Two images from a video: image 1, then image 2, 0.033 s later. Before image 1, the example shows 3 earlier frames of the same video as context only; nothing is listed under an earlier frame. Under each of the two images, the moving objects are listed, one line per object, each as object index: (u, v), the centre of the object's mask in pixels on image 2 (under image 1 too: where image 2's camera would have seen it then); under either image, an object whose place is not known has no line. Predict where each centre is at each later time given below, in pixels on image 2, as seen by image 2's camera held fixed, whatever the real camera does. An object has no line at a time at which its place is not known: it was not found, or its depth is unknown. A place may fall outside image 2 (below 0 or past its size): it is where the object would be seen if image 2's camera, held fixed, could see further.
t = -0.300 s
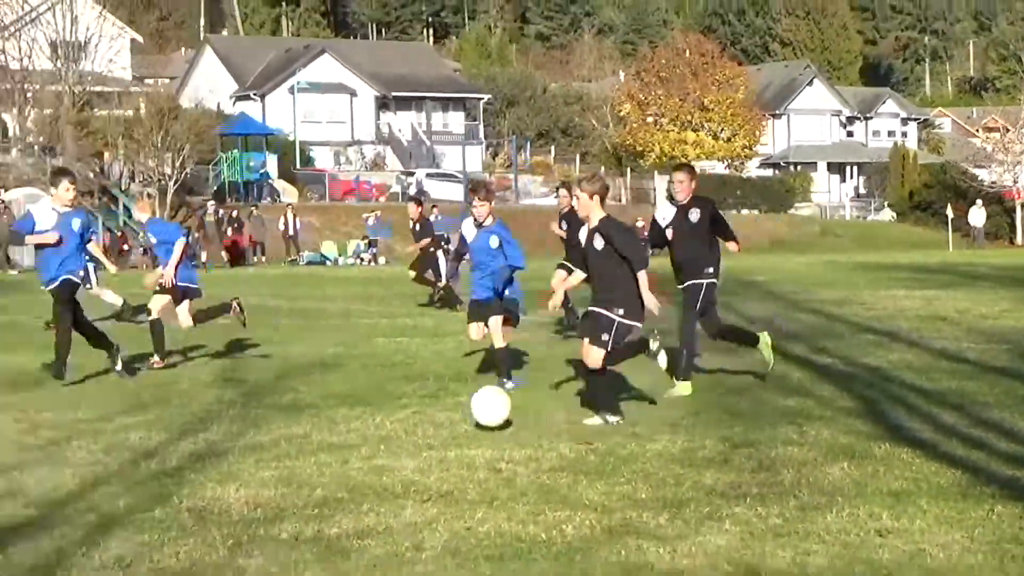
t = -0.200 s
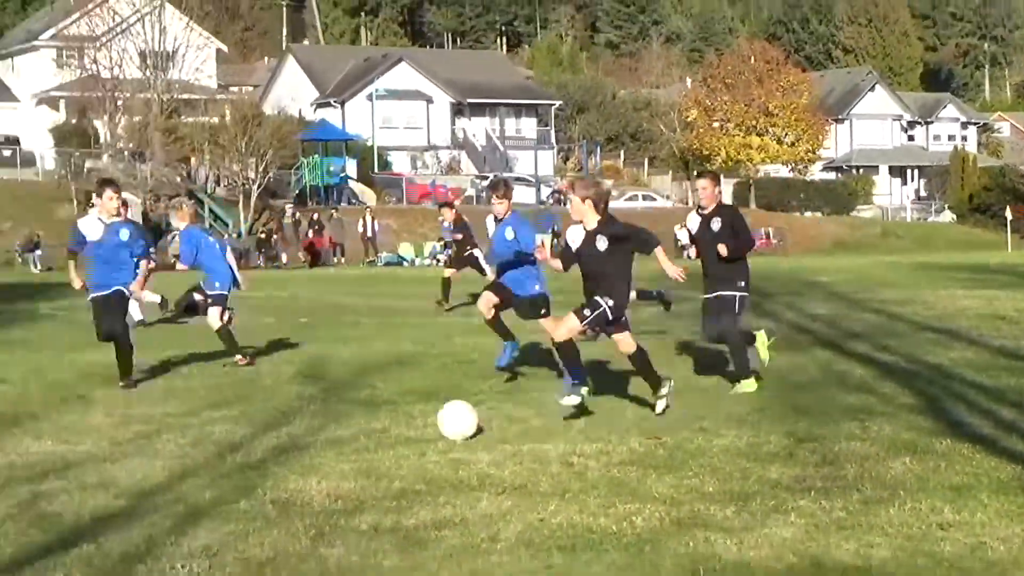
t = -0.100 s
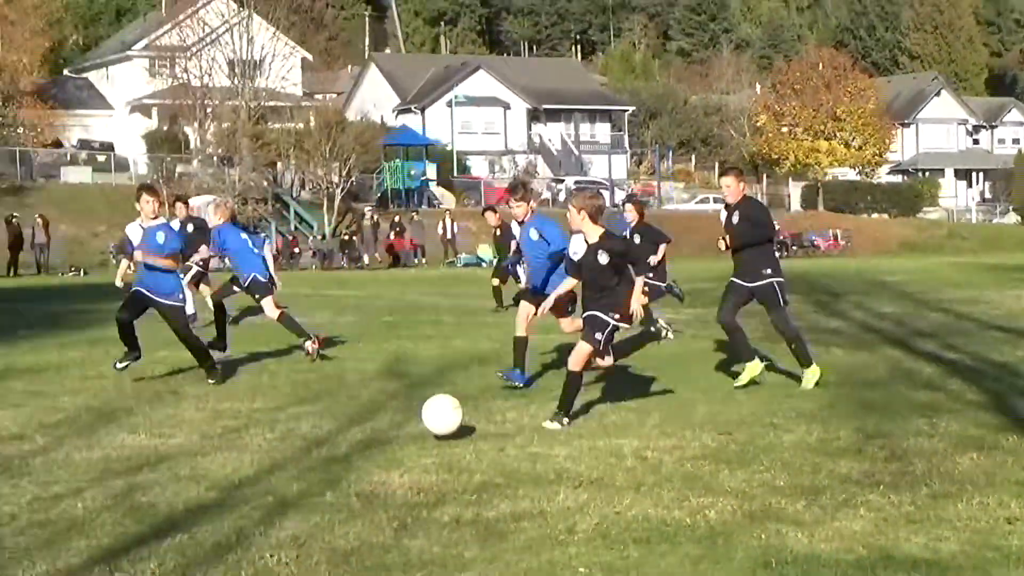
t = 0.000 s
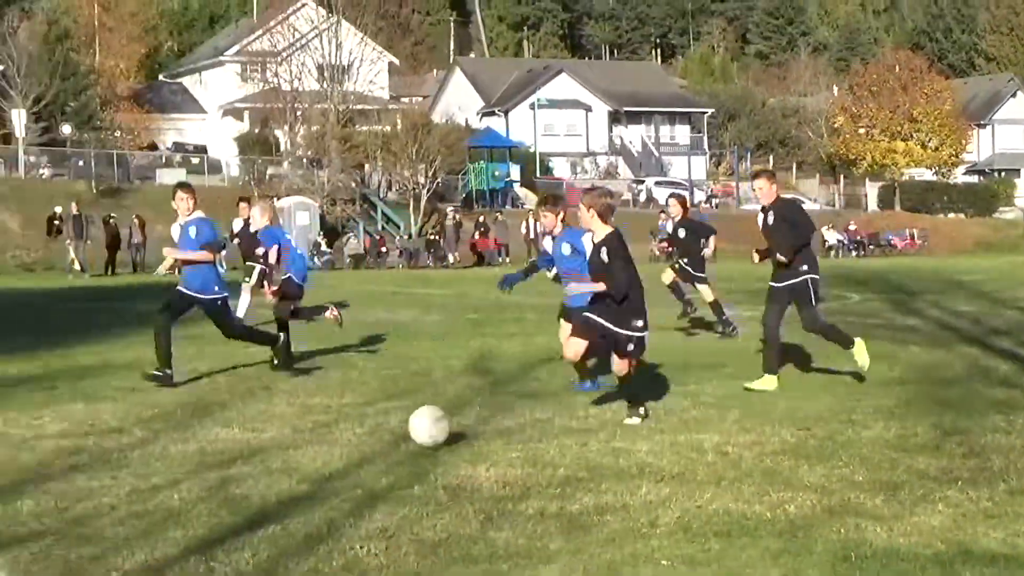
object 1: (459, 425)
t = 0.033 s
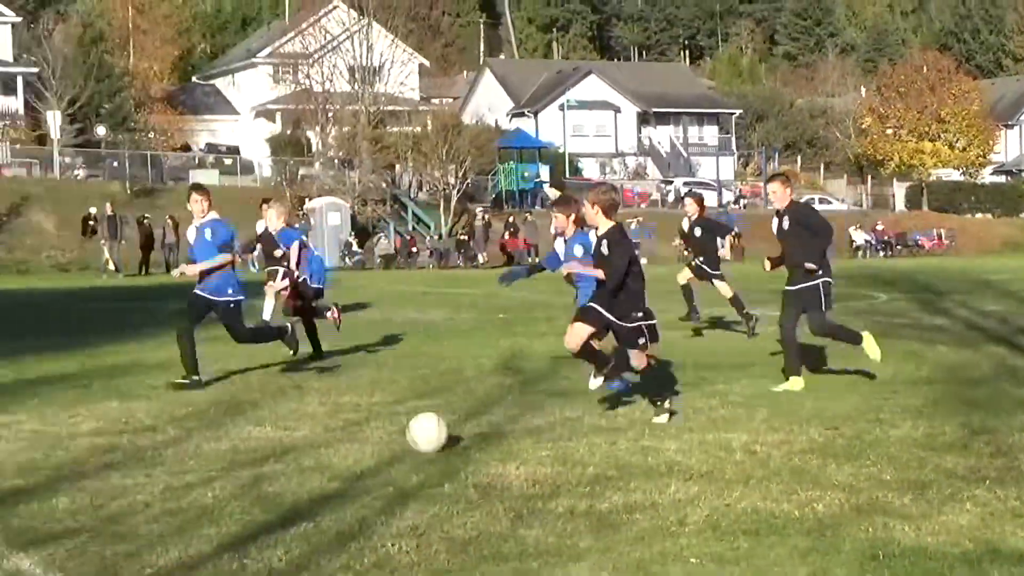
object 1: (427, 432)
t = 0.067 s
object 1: (399, 429)
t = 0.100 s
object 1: (373, 427)
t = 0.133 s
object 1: (345, 426)
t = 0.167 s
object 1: (318, 428)
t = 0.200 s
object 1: (289, 432)
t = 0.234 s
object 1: (261, 440)
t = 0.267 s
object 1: (230, 449)
